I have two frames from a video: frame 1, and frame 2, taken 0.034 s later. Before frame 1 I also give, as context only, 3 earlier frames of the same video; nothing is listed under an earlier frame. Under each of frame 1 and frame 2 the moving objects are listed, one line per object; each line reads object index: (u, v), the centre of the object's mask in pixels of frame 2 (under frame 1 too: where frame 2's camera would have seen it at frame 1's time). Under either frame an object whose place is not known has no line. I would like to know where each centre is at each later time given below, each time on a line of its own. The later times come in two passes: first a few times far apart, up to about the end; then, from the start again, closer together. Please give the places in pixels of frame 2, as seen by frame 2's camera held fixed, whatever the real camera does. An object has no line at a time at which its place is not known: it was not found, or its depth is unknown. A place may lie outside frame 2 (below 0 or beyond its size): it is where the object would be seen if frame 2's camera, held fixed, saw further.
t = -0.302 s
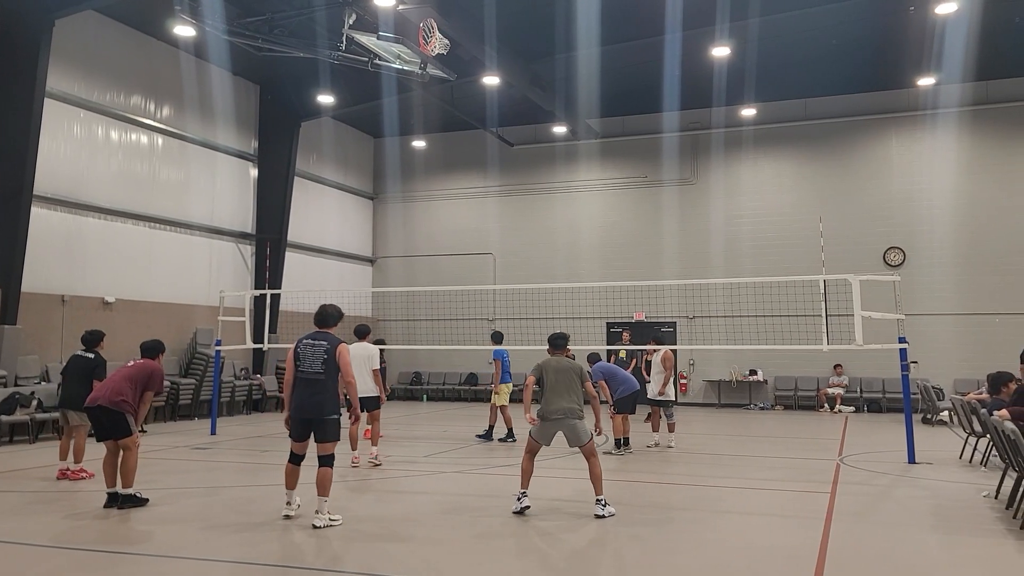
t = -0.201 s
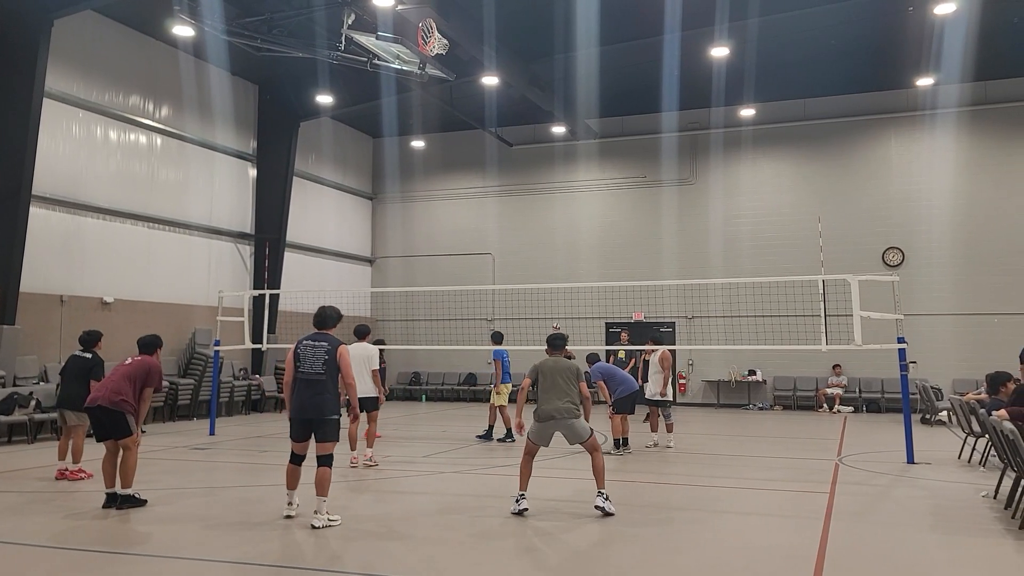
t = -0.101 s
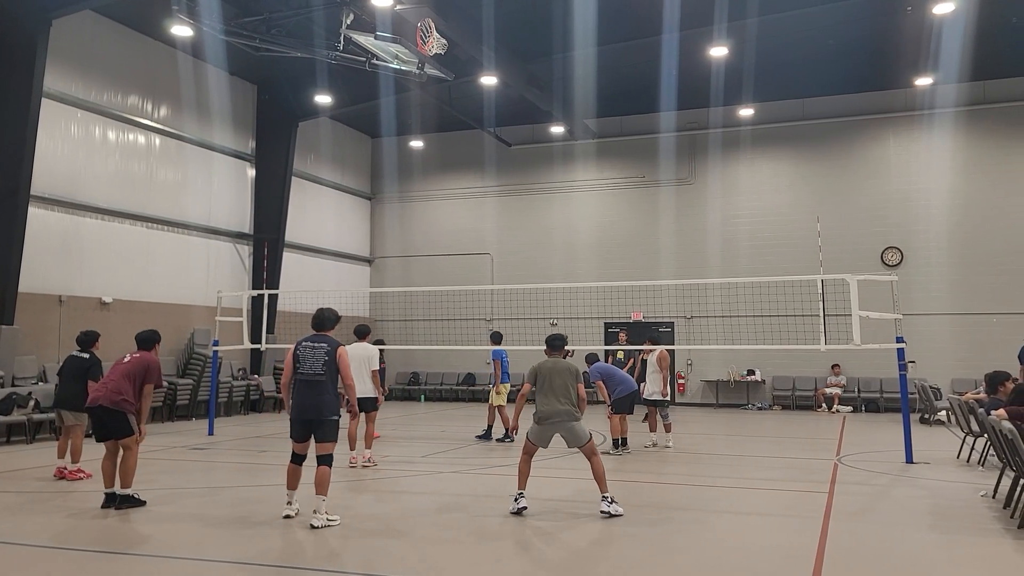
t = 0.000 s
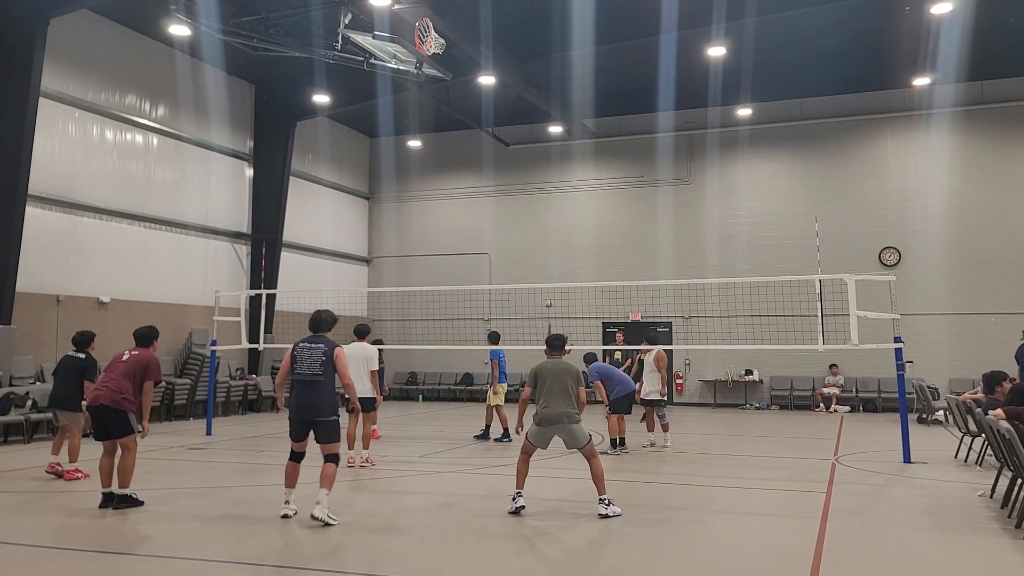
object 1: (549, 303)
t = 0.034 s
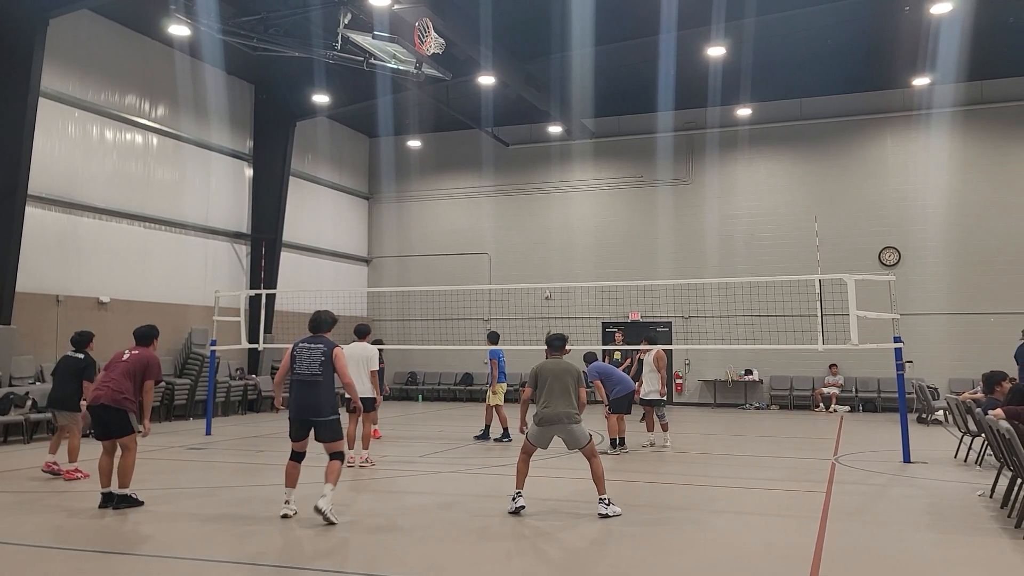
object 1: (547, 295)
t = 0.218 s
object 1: (541, 253)
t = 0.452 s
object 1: (534, 207)
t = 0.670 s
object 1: (525, 181)
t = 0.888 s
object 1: (515, 184)
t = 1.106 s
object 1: (504, 226)
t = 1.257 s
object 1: (496, 293)
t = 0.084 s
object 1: (545, 281)
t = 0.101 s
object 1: (545, 279)
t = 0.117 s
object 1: (544, 275)
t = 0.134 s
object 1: (543, 271)
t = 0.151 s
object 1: (543, 268)
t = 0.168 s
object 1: (542, 264)
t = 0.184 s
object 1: (542, 260)
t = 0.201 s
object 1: (541, 257)
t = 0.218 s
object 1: (541, 253)
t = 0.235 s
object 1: (540, 250)
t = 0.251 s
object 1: (540, 246)
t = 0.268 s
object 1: (540, 243)
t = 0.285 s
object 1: (539, 240)
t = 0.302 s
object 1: (538, 236)
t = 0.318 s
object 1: (538, 232)
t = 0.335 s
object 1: (537, 229)
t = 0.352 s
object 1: (537, 226)
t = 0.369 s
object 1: (537, 222)
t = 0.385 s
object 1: (536, 219)
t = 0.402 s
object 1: (536, 216)
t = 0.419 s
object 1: (535, 213)
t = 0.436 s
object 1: (534, 210)
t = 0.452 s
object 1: (534, 207)
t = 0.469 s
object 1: (533, 204)
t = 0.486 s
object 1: (532, 202)
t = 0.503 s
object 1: (531, 199)
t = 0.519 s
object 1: (531, 197)
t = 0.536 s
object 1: (530, 195)
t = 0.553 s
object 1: (530, 192)
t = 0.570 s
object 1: (529, 191)
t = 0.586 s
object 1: (528, 188)
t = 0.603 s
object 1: (528, 186)
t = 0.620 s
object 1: (527, 185)
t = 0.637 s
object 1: (526, 183)
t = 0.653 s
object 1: (526, 182)
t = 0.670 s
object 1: (525, 181)
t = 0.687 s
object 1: (524, 180)
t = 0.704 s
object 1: (524, 180)
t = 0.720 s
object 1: (523, 179)
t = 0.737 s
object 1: (523, 179)
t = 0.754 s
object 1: (522, 179)
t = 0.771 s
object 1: (521, 179)
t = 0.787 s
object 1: (520, 179)
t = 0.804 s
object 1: (519, 179)
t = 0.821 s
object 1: (518, 179)
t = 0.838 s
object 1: (517, 180)
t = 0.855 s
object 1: (516, 181)
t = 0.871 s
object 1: (515, 182)
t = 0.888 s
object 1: (515, 184)
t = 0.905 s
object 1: (514, 185)
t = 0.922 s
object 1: (513, 187)
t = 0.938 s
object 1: (512, 189)
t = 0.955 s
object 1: (512, 191)
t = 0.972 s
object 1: (511, 194)
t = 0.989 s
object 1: (510, 197)
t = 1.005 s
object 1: (509, 200)
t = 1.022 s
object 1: (508, 204)
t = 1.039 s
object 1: (507, 207)
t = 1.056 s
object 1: (507, 211)
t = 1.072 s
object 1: (506, 216)
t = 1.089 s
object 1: (504, 221)
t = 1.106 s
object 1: (504, 226)
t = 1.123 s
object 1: (502, 232)
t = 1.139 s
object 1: (502, 238)
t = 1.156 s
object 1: (501, 243)
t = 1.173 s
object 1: (500, 249)
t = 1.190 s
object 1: (499, 257)
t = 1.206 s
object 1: (498, 264)
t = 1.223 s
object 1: (497, 273)
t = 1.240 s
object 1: (496, 283)
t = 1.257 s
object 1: (496, 293)
